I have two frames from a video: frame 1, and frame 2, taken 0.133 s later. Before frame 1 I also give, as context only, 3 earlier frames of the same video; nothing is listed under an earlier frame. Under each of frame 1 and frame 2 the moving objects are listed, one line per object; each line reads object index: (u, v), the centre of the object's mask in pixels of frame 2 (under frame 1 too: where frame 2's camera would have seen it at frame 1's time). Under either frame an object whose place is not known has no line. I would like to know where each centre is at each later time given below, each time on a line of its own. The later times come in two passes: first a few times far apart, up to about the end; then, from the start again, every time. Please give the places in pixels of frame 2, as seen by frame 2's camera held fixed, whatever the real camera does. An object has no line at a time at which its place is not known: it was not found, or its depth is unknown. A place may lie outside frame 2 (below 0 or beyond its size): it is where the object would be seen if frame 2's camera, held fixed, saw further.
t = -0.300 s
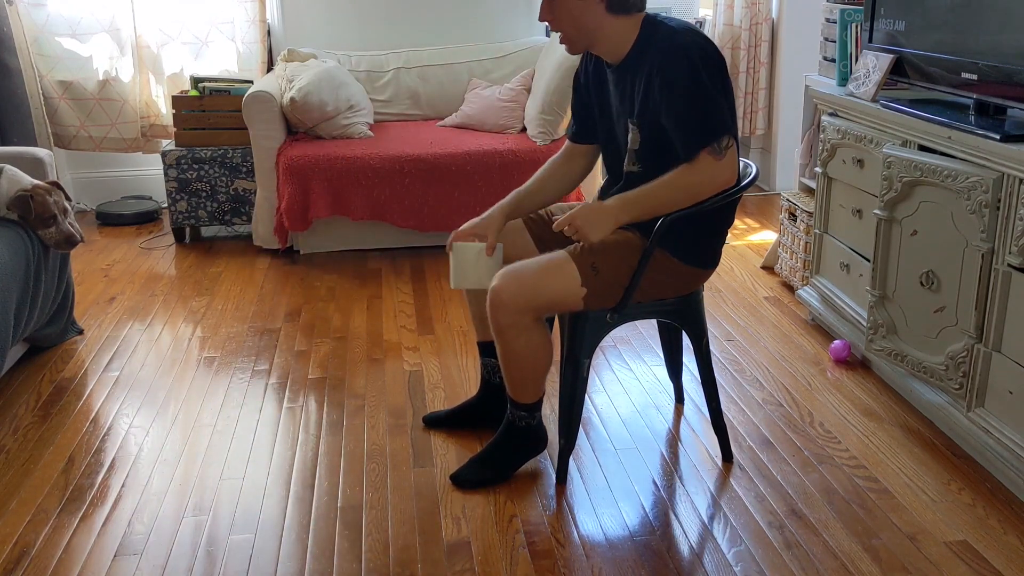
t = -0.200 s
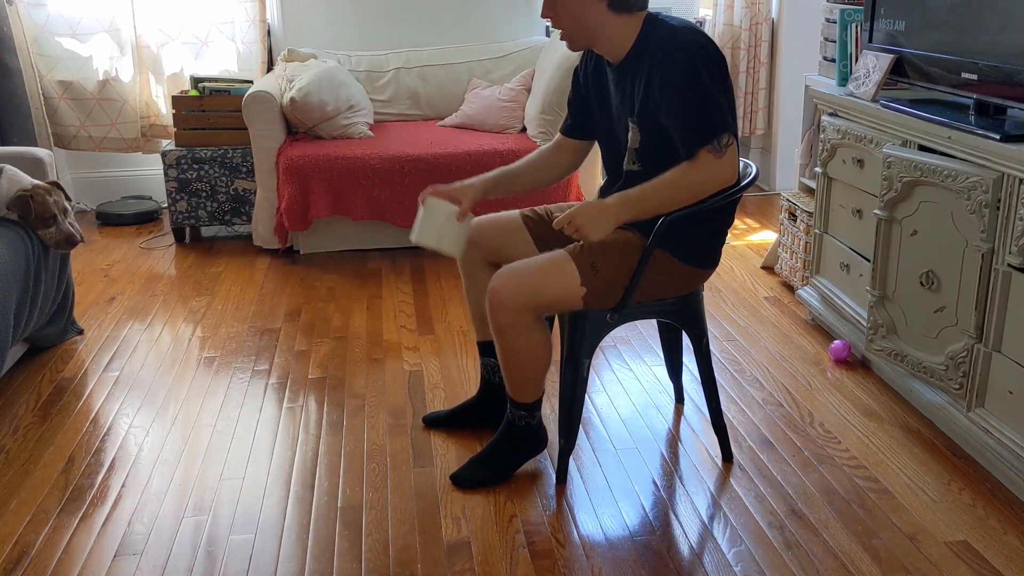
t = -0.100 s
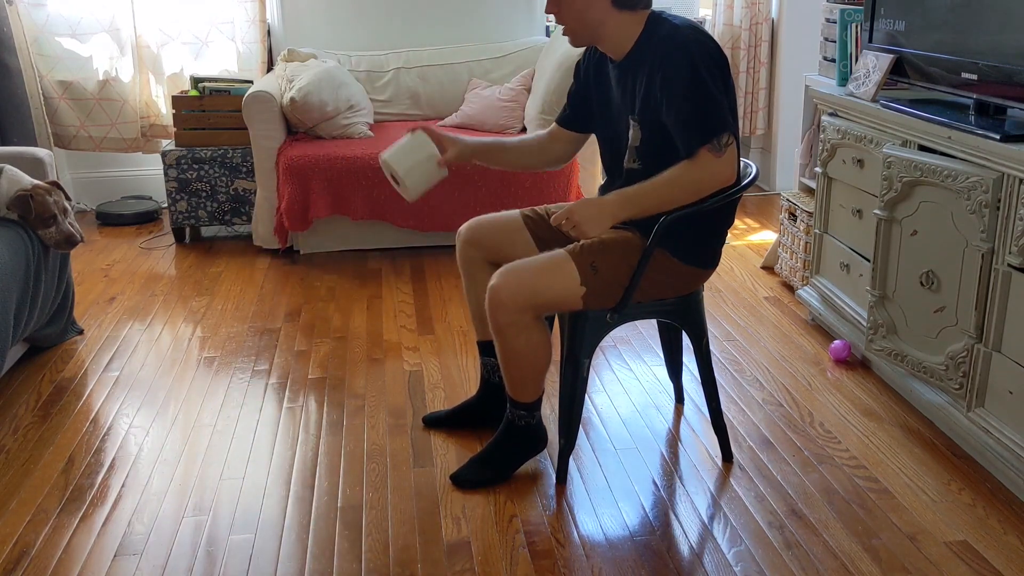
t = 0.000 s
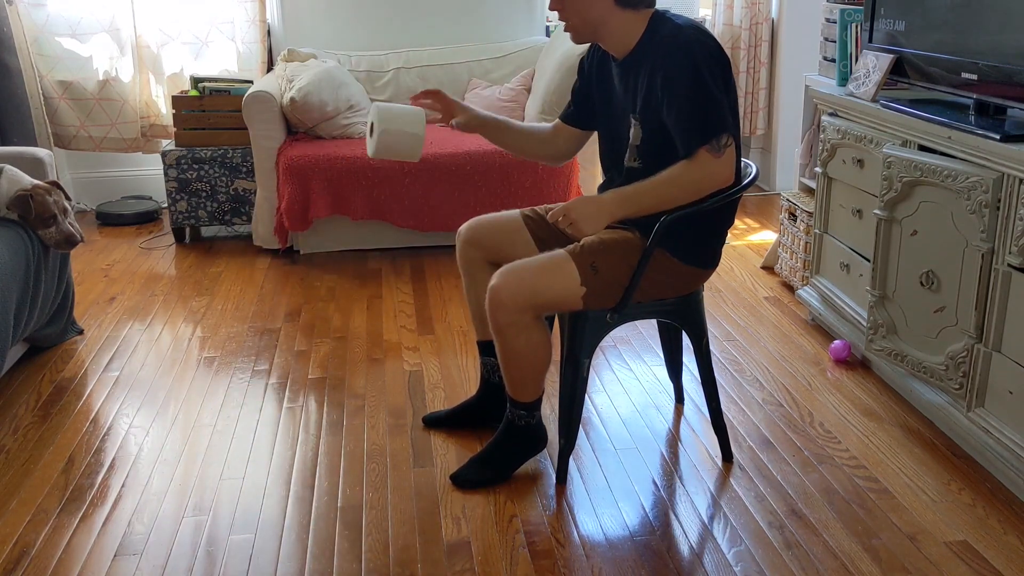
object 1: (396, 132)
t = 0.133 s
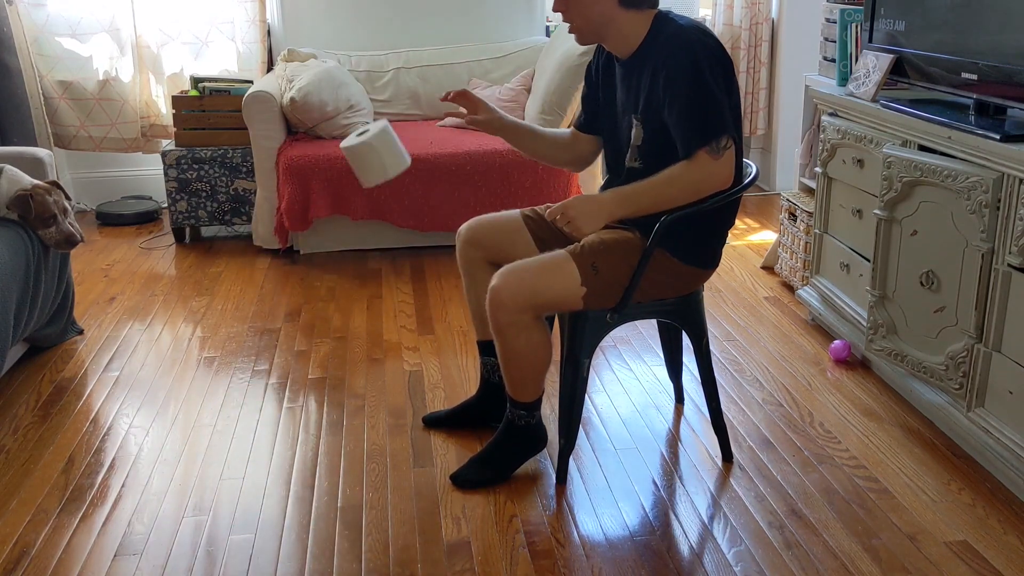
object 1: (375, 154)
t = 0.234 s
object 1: (364, 215)
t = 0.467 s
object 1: (349, 433)
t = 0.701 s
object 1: (367, 392)
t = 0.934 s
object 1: (349, 402)
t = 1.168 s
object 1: (316, 404)
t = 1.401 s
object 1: (313, 403)
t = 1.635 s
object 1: (313, 403)
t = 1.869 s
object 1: (313, 403)
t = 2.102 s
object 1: (313, 403)
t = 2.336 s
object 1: (313, 403)
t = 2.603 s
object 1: (313, 403)
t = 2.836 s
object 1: (313, 403)
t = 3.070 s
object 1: (313, 403)
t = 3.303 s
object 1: (313, 403)
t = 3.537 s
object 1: (313, 403)
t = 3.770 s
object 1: (313, 403)
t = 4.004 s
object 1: (313, 403)
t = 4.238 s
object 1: (313, 403)
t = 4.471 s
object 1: (313, 403)
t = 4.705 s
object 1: (313, 403)
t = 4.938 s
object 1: (313, 403)
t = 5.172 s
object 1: (313, 403)
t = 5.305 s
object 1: (313, 403)
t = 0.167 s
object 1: (371, 170)
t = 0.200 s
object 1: (367, 191)
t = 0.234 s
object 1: (364, 215)
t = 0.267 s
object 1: (360, 243)
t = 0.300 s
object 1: (358, 273)
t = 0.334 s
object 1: (355, 307)
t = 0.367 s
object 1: (353, 344)
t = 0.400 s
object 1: (351, 384)
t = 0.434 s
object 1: (349, 426)
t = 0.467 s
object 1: (349, 433)
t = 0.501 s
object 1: (351, 414)
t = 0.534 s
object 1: (353, 401)
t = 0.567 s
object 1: (355, 392)
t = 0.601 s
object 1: (358, 386)
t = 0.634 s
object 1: (360, 385)
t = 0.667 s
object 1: (363, 387)
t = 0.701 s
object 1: (367, 392)
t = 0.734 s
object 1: (370, 402)
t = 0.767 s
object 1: (374, 415)
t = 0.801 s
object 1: (370, 413)
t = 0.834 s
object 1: (364, 408)
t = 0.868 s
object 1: (359, 404)
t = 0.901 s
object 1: (354, 402)
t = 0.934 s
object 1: (349, 402)
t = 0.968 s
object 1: (345, 403)
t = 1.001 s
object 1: (340, 406)
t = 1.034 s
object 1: (334, 404)
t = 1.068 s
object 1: (329, 403)
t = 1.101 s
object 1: (324, 403)
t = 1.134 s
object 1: (319, 404)
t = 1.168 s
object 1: (316, 404)
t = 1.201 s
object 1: (314, 403)
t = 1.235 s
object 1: (313, 403)
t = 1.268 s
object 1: (313, 403)
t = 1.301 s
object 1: (313, 403)
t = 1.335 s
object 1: (313, 403)
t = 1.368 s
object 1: (313, 403)
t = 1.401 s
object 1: (313, 403)
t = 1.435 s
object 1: (313, 403)
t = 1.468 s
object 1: (313, 403)
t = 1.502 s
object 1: (313, 403)
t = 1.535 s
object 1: (313, 403)
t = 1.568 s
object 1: (313, 403)
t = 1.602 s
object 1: (313, 403)
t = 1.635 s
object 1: (313, 403)
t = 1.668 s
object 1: (313, 403)
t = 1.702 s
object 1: (313, 403)
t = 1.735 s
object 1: (313, 403)
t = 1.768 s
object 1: (313, 403)
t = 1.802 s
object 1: (313, 403)
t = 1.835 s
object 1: (313, 403)
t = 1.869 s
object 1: (313, 403)
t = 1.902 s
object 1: (313, 403)
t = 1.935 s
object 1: (313, 403)
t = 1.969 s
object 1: (313, 403)
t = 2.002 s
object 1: (313, 403)
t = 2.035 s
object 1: (313, 403)
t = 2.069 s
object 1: (313, 403)
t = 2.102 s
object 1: (313, 403)
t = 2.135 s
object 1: (313, 403)
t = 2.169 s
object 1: (313, 403)
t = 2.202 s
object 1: (313, 403)
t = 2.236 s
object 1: (313, 403)
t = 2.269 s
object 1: (313, 403)
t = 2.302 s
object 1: (313, 403)
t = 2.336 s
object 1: (313, 403)
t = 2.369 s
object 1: (313, 403)
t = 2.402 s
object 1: (313, 403)
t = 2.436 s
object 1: (313, 403)
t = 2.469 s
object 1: (313, 403)
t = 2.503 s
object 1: (313, 403)
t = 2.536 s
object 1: (313, 403)
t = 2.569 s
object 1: (313, 403)
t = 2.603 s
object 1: (313, 403)
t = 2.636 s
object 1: (313, 403)
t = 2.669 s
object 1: (313, 403)
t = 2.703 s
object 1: (313, 403)
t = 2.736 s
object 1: (313, 403)
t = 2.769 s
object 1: (313, 403)
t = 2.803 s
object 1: (313, 403)
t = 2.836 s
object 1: (313, 403)
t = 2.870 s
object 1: (313, 403)
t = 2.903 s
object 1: (313, 403)
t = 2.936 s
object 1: (313, 403)
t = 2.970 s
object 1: (313, 403)
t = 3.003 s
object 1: (313, 403)
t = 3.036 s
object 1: (313, 403)
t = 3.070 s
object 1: (313, 403)
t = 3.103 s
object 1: (313, 403)
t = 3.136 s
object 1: (313, 403)
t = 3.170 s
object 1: (313, 403)
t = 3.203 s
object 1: (313, 403)
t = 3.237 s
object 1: (313, 403)
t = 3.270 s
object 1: (313, 403)
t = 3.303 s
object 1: (313, 403)
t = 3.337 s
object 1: (313, 403)
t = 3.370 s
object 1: (313, 403)
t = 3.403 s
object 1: (313, 403)
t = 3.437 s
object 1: (313, 403)
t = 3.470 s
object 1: (313, 403)
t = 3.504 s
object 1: (313, 403)
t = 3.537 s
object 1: (313, 403)
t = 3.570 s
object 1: (313, 403)
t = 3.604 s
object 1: (313, 403)
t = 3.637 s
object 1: (313, 403)
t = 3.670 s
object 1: (313, 403)
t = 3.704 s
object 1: (313, 403)
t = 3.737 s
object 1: (313, 403)
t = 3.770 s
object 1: (313, 403)
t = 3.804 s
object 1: (313, 403)
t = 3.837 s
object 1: (313, 403)
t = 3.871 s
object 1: (313, 403)
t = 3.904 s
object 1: (313, 403)
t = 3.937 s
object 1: (313, 403)
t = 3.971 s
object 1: (313, 403)
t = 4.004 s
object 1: (313, 403)
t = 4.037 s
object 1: (313, 403)
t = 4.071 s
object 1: (313, 403)
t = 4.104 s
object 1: (313, 403)
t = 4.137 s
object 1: (313, 403)
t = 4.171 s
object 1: (313, 403)
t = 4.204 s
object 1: (313, 403)
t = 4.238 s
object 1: (313, 403)
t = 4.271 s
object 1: (313, 403)
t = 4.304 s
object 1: (313, 403)
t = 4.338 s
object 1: (313, 403)
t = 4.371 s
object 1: (313, 403)
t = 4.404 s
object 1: (313, 403)
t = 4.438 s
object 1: (313, 403)
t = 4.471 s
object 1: (313, 403)
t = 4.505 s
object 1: (313, 403)
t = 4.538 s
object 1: (313, 403)
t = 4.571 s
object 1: (313, 403)
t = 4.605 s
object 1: (313, 403)
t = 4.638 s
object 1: (313, 403)
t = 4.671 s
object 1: (313, 403)
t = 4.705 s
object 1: (313, 403)
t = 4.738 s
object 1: (313, 403)
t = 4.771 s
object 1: (313, 403)
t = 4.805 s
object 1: (313, 403)
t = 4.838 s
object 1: (313, 403)
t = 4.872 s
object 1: (313, 403)
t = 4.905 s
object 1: (313, 403)
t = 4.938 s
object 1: (313, 403)
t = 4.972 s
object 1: (313, 403)
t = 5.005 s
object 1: (313, 403)
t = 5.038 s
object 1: (313, 403)
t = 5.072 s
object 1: (313, 403)
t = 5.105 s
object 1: (313, 403)
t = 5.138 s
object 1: (313, 403)
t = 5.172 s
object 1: (313, 403)
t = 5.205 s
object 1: (313, 403)
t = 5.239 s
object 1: (313, 403)
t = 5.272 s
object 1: (313, 403)
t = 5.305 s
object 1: (313, 403)
